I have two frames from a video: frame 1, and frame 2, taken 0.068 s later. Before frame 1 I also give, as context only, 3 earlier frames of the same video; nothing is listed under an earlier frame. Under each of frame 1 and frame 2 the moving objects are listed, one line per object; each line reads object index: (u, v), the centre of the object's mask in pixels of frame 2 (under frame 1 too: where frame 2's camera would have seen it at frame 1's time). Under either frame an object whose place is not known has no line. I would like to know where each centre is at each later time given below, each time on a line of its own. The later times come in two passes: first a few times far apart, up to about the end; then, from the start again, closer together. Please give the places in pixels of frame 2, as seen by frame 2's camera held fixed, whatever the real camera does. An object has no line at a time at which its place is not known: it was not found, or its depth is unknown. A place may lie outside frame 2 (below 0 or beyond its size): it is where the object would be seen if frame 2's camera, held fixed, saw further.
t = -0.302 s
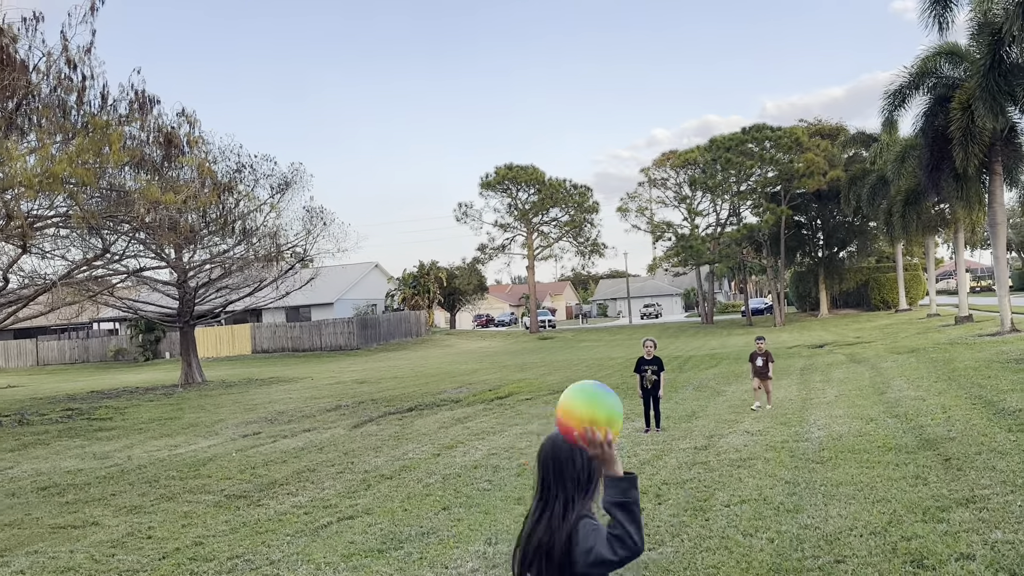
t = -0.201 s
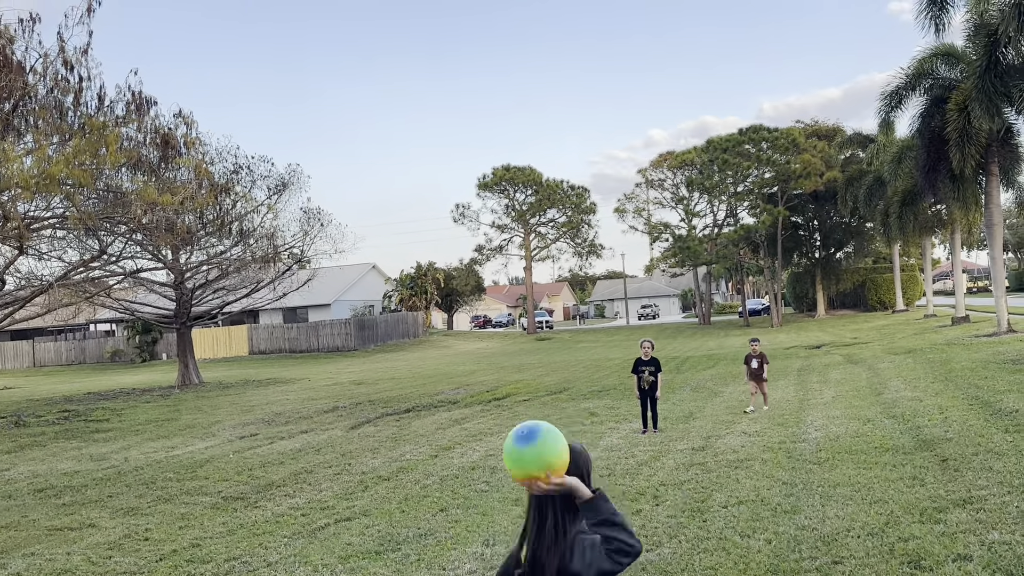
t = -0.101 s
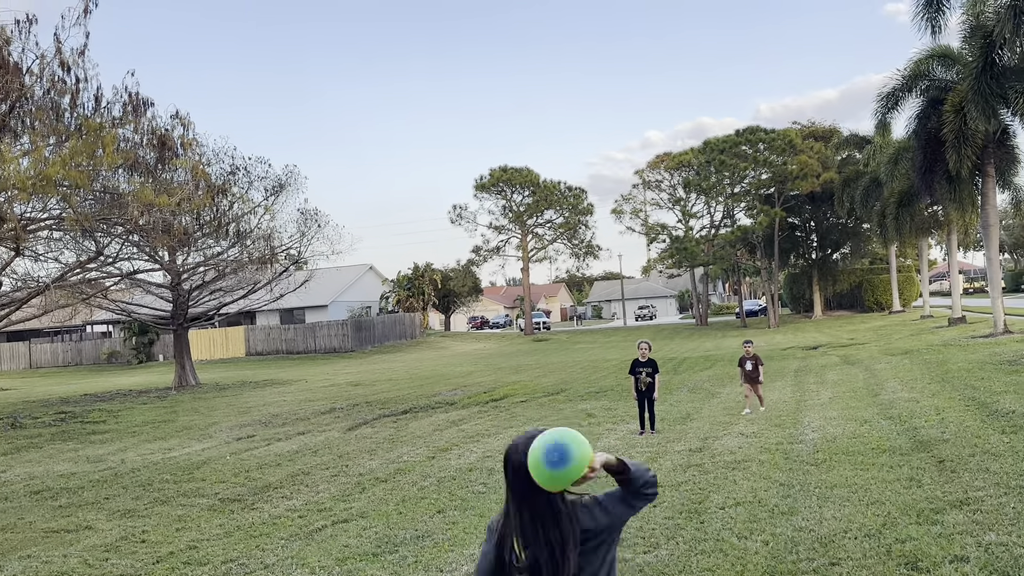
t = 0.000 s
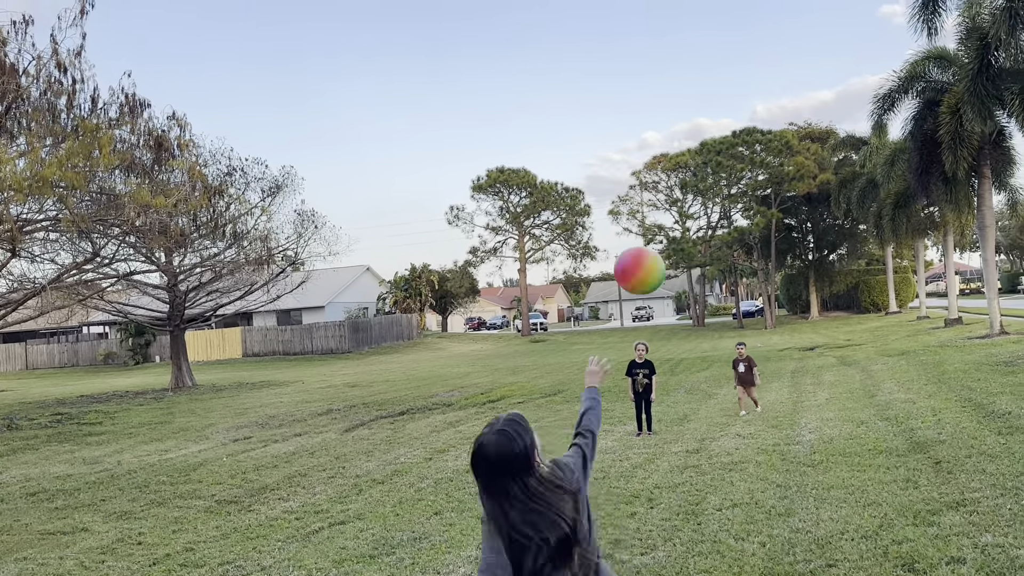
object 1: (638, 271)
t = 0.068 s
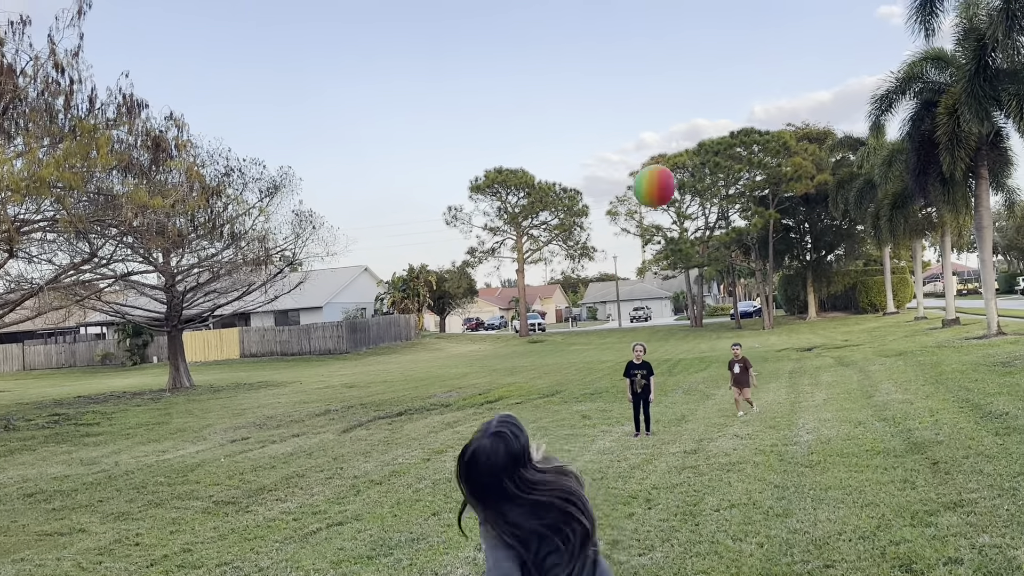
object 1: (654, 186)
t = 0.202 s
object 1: (671, 100)
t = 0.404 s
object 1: (682, 80)
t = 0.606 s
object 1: (683, 123)
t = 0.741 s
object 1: (680, 168)
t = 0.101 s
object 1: (660, 157)
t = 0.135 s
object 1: (664, 133)
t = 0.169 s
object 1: (668, 114)
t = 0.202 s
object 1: (671, 100)
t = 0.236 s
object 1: (674, 90)
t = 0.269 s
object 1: (676, 83)
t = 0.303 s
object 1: (678, 79)
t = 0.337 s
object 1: (680, 77)
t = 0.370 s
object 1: (681, 78)
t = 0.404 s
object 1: (682, 80)
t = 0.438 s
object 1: (683, 84)
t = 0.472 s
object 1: (683, 90)
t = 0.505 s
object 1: (683, 97)
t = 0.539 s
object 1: (683, 105)
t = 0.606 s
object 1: (683, 123)
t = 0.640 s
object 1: (683, 134)
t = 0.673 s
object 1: (681, 145)
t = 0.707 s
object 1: (681, 156)
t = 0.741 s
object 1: (680, 168)
